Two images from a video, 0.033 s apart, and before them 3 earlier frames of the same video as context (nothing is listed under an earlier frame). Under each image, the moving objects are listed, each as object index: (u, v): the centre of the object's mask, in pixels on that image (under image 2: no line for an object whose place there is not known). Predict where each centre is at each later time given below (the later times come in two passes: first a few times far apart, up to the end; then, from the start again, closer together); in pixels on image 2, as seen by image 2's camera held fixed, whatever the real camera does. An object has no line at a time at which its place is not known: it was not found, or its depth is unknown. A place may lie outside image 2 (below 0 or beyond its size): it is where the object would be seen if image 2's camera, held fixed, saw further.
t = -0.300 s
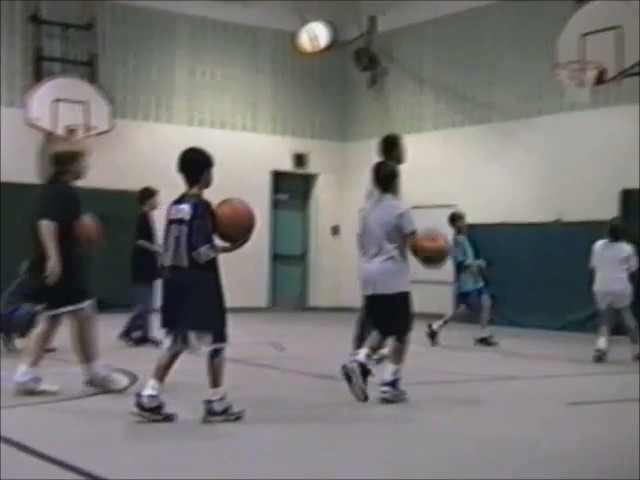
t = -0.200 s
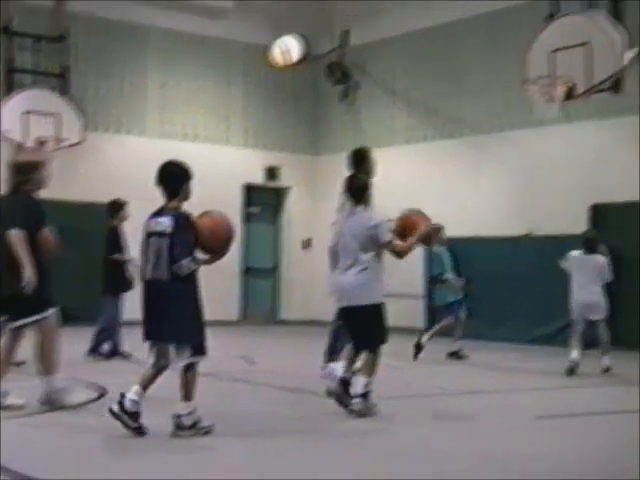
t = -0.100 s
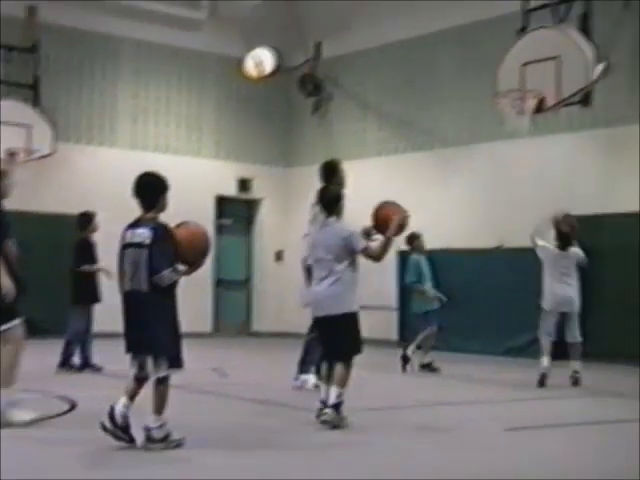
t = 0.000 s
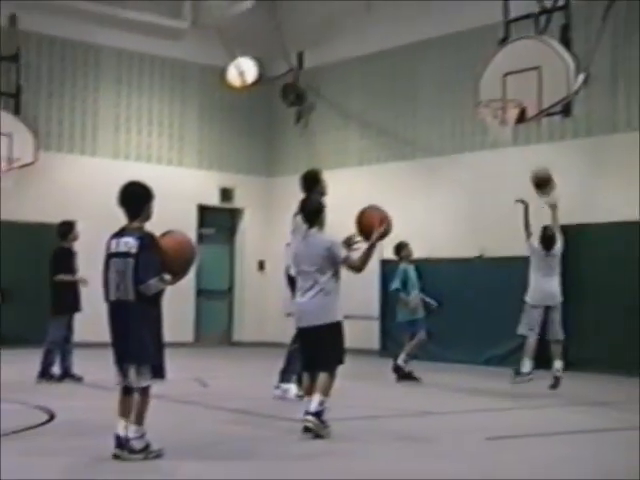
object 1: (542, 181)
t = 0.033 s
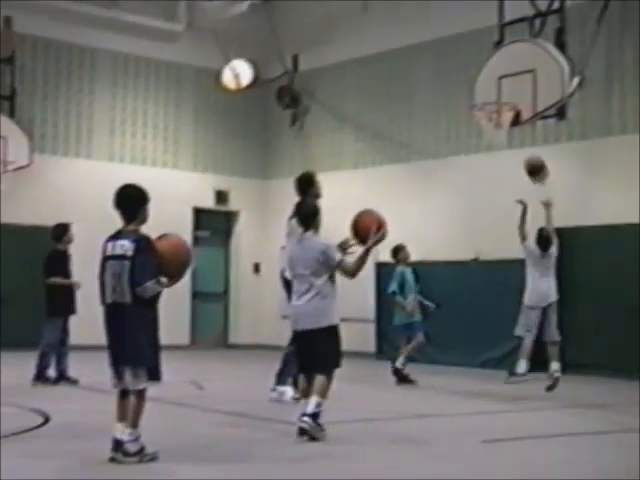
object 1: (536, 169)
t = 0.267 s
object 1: (525, 94)
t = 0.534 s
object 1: (514, 73)
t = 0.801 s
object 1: (497, 98)
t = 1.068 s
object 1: (468, 96)
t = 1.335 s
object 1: (435, 132)
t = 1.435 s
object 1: (422, 162)
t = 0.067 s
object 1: (535, 156)
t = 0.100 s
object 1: (533, 142)
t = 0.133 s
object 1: (531, 131)
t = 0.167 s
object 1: (529, 119)
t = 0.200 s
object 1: (527, 110)
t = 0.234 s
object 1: (526, 101)
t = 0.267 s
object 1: (525, 94)
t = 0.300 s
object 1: (524, 86)
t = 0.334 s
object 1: (523, 81)
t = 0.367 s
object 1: (520, 78)
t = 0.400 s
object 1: (519, 75)
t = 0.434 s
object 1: (518, 73)
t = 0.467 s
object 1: (516, 72)
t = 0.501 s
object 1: (515, 72)
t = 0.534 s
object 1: (514, 73)
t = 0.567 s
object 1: (513, 75)
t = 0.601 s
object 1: (511, 78)
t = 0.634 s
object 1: (510, 81)
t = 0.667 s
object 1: (509, 86)
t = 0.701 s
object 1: (507, 92)
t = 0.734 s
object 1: (504, 94)
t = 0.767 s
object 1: (501, 100)
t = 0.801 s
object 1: (497, 98)
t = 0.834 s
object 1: (493, 94)
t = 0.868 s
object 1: (489, 93)
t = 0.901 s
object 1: (486, 90)
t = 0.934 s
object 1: (482, 90)
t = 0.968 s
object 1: (478, 90)
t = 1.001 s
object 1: (475, 92)
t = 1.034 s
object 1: (471, 94)
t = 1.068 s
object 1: (468, 96)
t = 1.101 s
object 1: (464, 97)
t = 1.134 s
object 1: (460, 100)
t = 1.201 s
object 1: (451, 107)
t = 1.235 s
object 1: (447, 112)
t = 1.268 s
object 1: (443, 118)
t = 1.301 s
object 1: (438, 125)
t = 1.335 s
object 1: (435, 132)
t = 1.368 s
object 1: (431, 142)
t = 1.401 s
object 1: (426, 151)
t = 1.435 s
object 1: (422, 162)
